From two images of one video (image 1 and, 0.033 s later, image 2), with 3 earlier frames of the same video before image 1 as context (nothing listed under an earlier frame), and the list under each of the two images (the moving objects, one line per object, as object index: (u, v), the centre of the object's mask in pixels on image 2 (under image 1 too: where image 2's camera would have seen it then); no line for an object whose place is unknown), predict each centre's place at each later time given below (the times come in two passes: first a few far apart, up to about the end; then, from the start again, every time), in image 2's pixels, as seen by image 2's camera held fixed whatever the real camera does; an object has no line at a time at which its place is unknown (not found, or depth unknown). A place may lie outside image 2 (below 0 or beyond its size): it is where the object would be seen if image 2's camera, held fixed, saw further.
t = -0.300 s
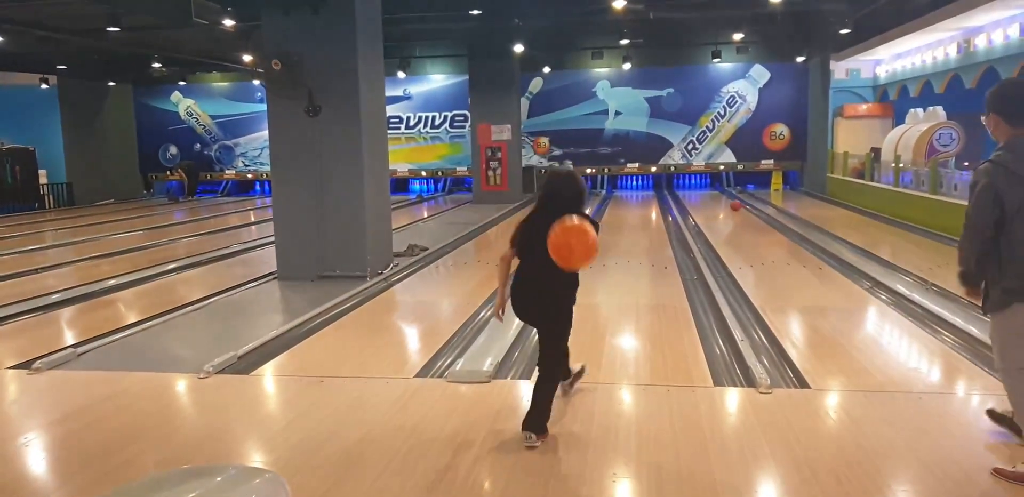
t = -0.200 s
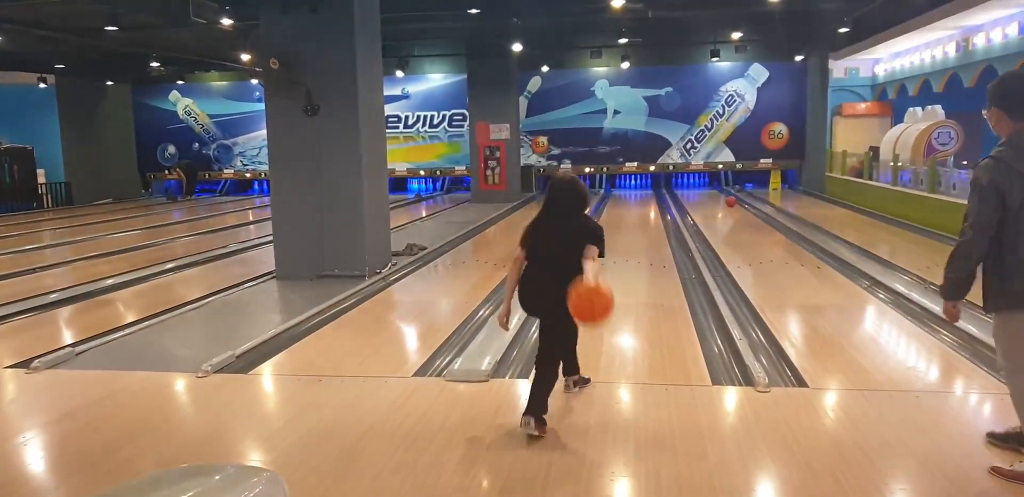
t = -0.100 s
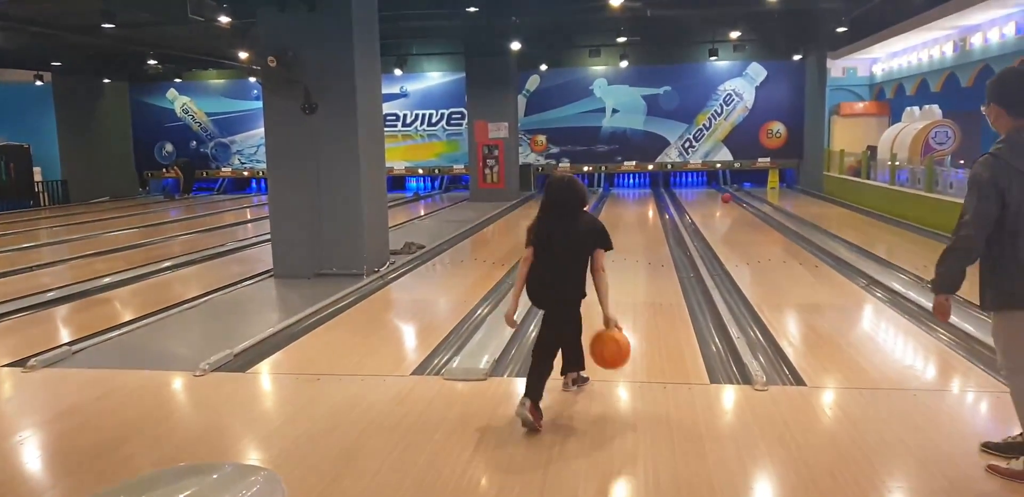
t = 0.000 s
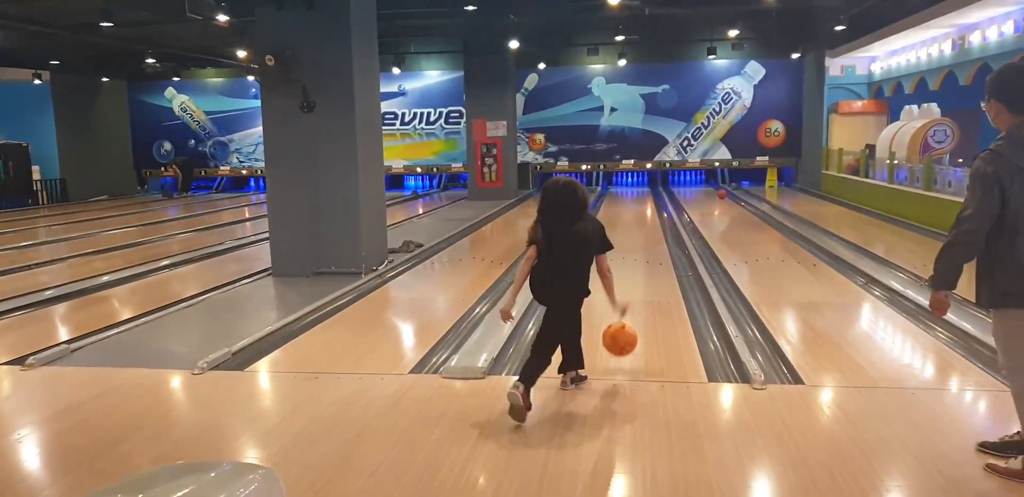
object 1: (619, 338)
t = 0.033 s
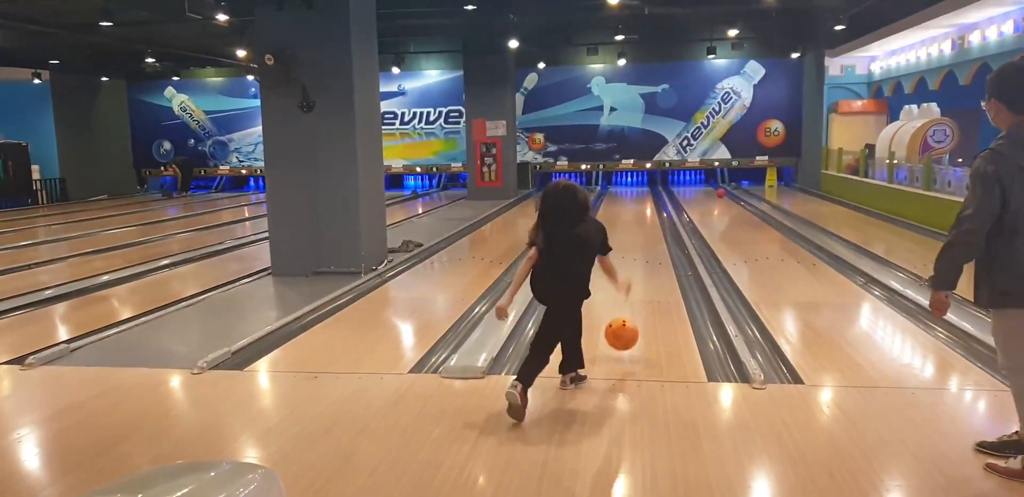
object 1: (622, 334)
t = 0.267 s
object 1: (633, 293)
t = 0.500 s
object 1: (639, 263)
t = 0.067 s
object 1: (624, 332)
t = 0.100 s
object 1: (626, 323)
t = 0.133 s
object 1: (627, 316)
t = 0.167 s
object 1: (629, 311)
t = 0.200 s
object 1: (630, 305)
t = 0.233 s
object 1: (632, 298)
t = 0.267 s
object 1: (633, 293)
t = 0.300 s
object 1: (634, 288)
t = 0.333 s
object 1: (635, 283)
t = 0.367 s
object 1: (636, 279)
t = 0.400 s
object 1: (636, 275)
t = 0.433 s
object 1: (637, 270)
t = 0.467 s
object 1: (638, 266)
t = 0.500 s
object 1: (639, 263)
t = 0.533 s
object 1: (639, 260)
